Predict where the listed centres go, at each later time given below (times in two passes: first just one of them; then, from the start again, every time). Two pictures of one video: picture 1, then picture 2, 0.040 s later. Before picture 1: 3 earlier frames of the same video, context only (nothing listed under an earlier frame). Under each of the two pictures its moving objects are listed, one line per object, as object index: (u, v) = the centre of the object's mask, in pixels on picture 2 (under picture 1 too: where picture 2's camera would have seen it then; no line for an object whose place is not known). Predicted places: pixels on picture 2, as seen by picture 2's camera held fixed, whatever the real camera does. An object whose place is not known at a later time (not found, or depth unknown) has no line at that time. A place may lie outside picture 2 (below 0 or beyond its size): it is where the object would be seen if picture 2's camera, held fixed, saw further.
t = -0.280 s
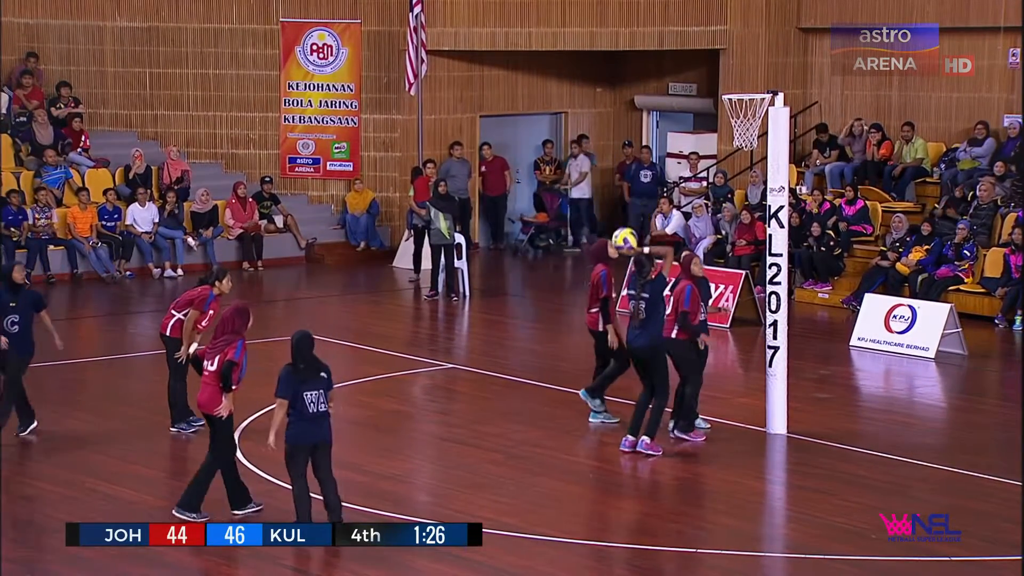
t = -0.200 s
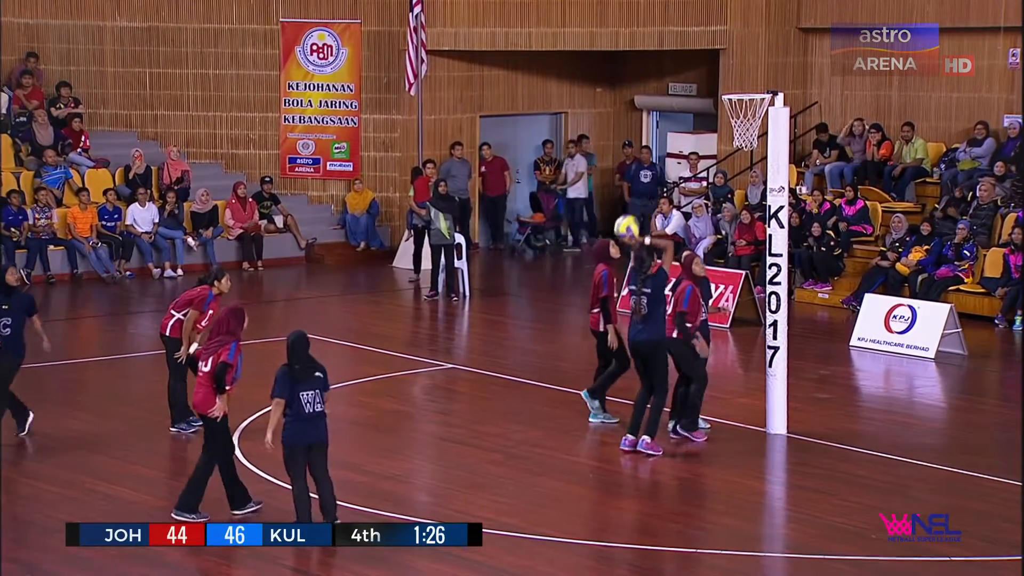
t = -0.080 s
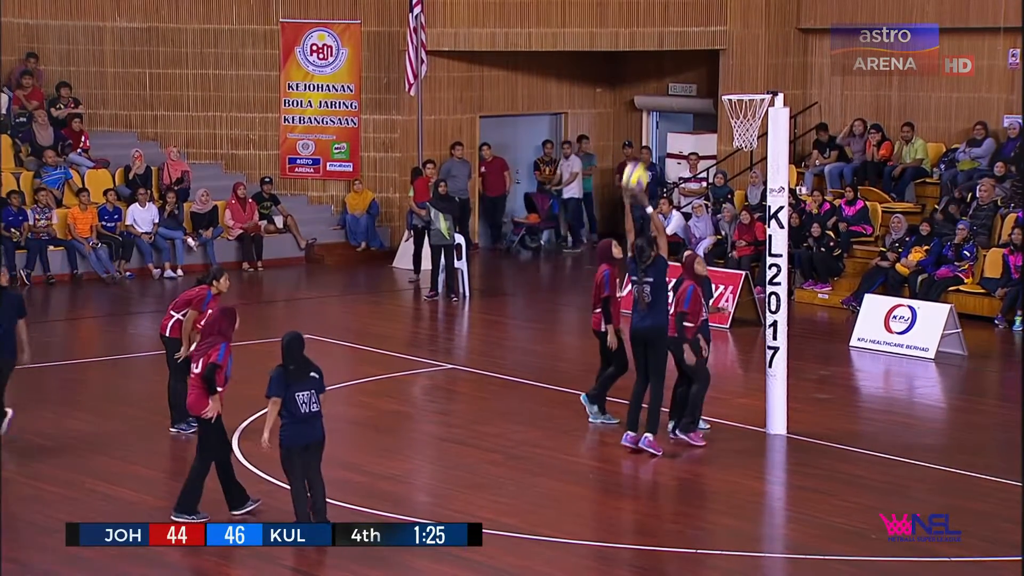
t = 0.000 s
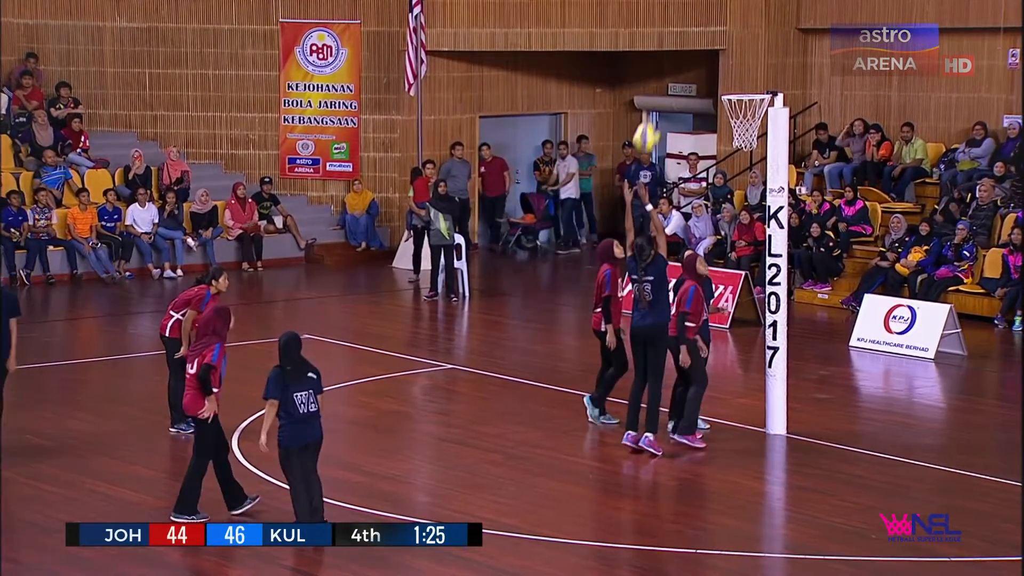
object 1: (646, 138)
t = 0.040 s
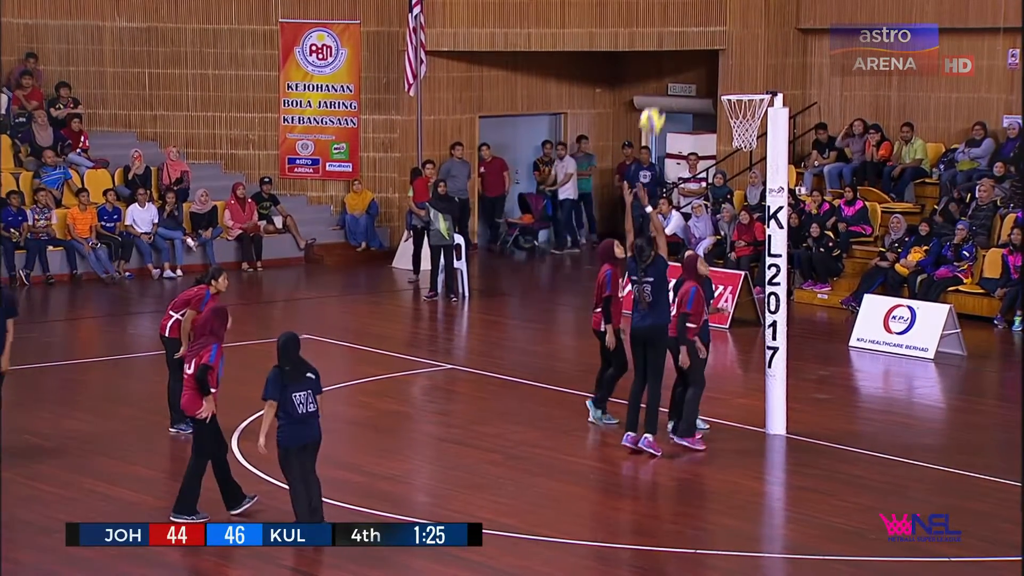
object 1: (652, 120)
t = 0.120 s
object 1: (664, 90)
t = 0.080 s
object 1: (658, 104)
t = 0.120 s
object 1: (664, 90)
